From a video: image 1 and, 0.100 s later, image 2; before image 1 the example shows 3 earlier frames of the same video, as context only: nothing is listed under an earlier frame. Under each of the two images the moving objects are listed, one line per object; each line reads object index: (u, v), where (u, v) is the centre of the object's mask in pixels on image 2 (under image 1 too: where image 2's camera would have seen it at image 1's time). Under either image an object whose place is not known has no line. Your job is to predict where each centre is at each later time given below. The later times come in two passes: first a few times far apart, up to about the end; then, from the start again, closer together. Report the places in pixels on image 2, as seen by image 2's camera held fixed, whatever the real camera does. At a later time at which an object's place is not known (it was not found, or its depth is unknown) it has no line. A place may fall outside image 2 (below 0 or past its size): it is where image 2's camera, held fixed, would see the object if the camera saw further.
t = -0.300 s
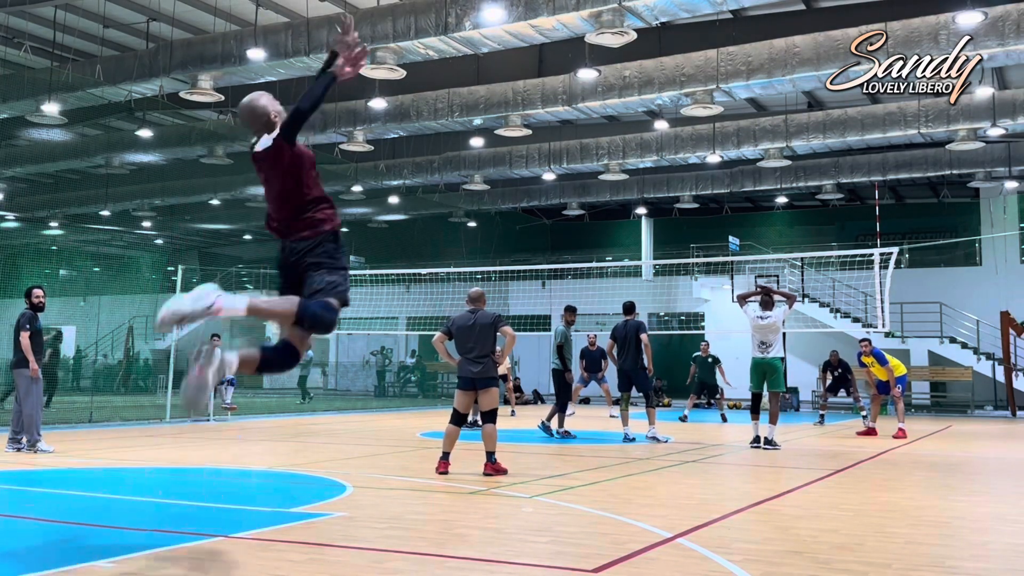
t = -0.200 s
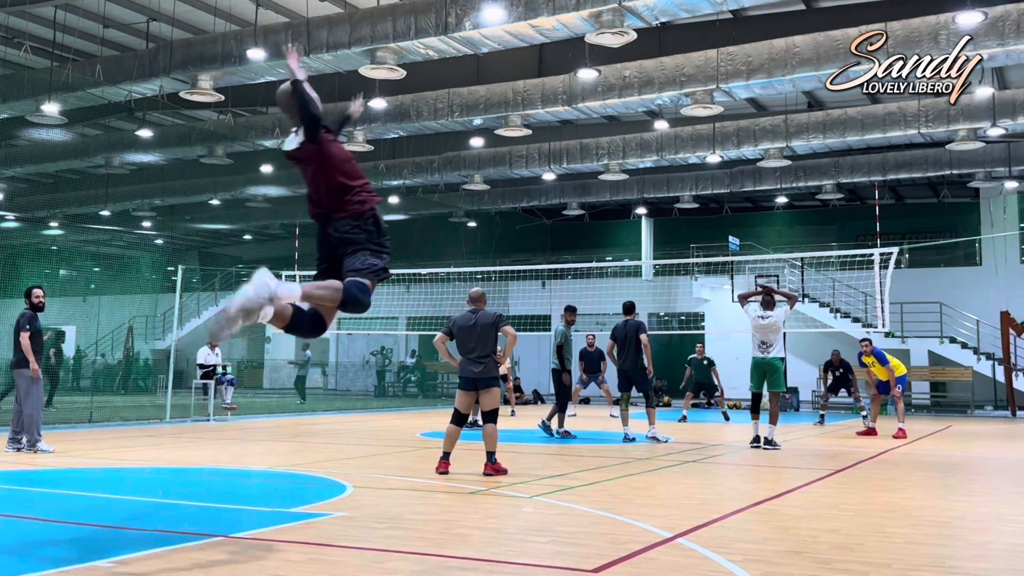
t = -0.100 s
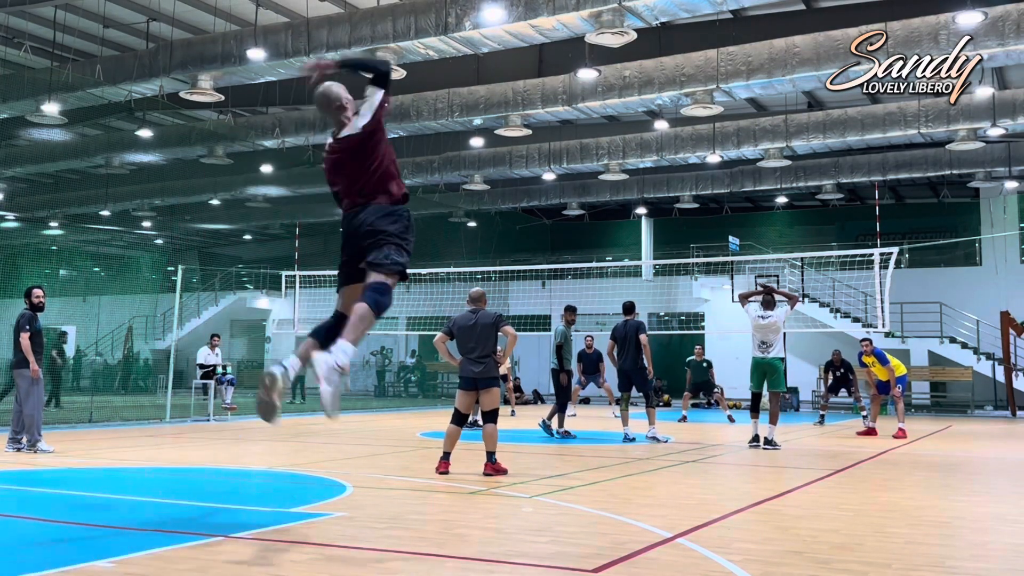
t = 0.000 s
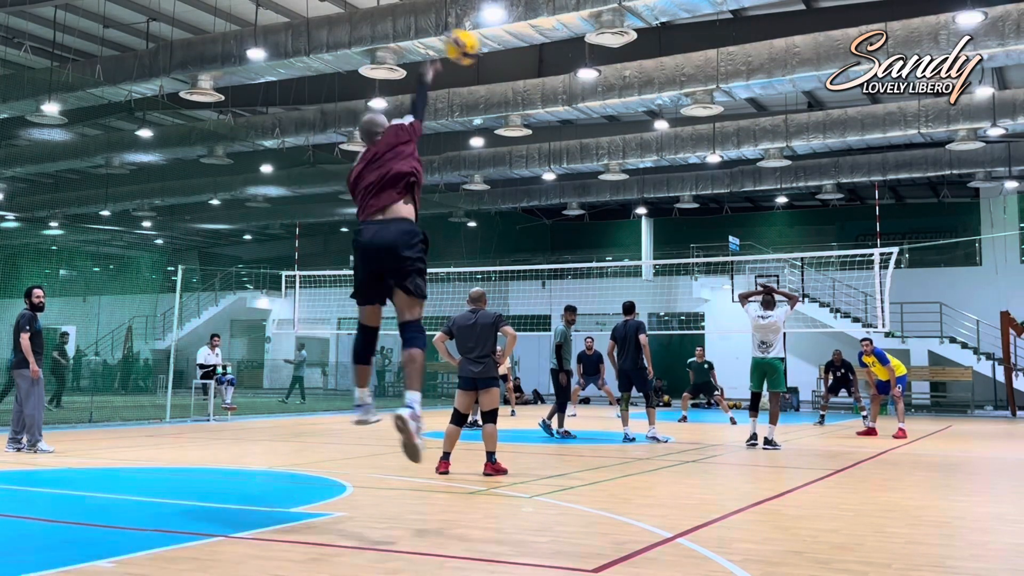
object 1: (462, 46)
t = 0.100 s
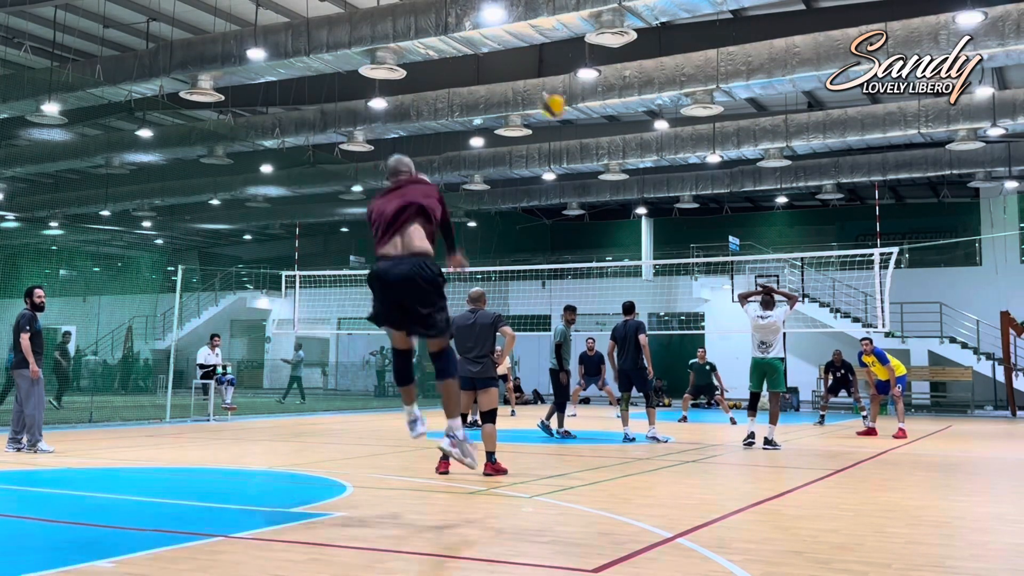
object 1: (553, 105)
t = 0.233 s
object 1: (620, 171)
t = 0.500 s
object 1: (689, 290)
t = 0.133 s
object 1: (574, 124)
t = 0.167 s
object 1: (591, 139)
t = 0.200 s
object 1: (606, 156)
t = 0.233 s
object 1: (620, 171)
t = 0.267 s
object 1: (632, 187)
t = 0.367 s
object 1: (661, 232)
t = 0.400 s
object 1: (670, 247)
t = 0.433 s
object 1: (677, 260)
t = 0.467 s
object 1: (684, 275)
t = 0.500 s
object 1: (689, 290)
